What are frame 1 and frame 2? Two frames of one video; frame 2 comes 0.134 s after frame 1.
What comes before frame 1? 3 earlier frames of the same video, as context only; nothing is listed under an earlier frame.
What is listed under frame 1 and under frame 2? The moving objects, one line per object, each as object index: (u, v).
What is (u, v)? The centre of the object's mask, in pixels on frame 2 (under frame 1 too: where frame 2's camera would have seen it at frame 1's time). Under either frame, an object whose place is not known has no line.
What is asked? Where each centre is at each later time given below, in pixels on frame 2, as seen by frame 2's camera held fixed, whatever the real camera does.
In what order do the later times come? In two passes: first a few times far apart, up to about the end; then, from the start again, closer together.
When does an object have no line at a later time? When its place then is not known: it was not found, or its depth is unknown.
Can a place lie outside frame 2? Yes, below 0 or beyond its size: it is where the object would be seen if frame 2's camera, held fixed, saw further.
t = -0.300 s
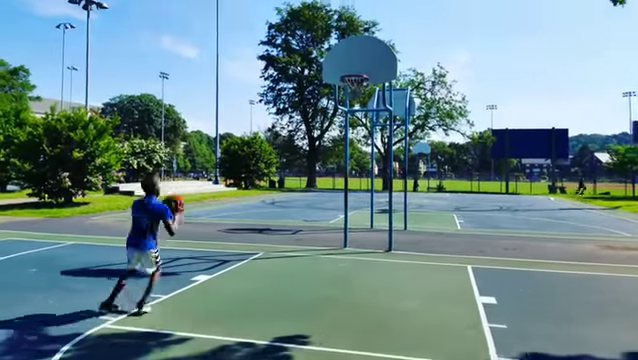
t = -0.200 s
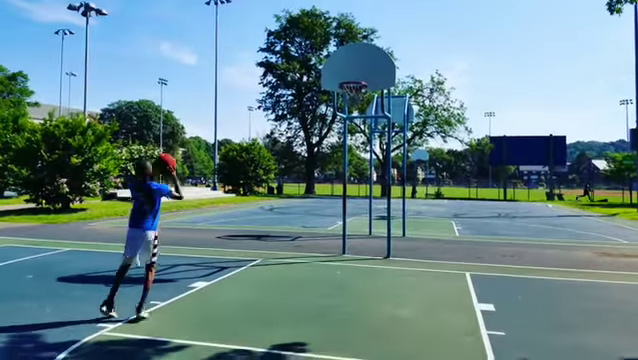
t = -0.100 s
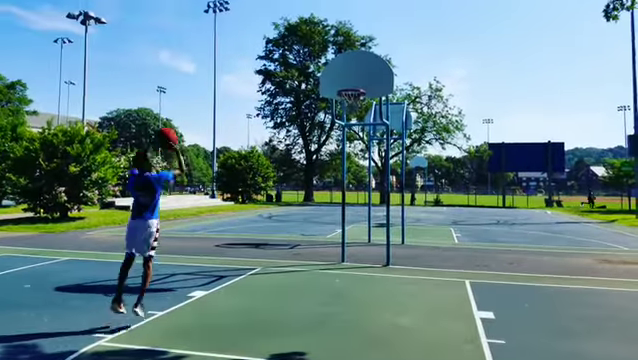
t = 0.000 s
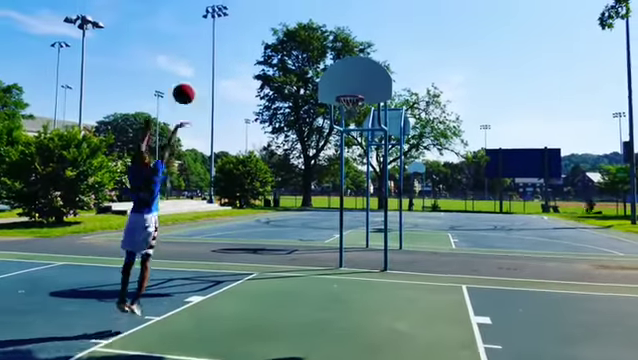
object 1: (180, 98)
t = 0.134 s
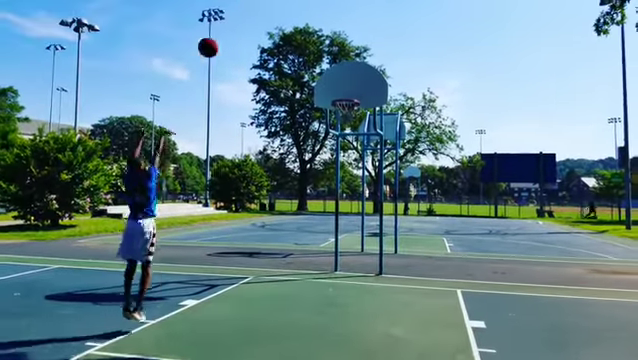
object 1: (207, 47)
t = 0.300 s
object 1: (238, 9)
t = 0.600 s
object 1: (283, -7)
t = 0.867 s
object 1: (318, 31)
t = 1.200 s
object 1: (347, 119)
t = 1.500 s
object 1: (339, 128)
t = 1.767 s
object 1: (336, 178)
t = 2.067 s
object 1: (324, 274)
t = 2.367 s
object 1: (313, 194)
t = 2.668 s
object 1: (294, 161)
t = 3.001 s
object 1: (268, 193)
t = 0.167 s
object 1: (214, 37)
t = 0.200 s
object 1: (221, 29)
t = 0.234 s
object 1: (227, 21)
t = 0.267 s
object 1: (233, 14)
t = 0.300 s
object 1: (238, 9)
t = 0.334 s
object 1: (244, 4)
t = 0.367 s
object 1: (249, -1)
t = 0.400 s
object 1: (254, -3)
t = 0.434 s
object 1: (259, -5)
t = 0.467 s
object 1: (264, -7)
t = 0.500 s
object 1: (269, -7)
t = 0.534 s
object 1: (274, -8)
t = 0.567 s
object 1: (279, -8)
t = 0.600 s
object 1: (283, -7)
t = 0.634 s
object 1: (288, -5)
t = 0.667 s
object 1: (292, -3)
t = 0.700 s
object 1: (296, 3)
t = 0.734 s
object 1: (301, 8)
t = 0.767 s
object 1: (305, 12)
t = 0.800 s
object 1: (309, 18)
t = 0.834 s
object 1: (312, 24)
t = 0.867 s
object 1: (318, 31)
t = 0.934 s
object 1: (325, 46)
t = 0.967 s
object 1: (327, 54)
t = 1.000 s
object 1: (331, 63)
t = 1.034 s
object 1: (334, 72)
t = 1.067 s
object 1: (338, 82)
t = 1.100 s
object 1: (341, 92)
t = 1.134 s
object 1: (341, 104)
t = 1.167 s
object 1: (346, 117)
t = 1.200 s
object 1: (347, 119)
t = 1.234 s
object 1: (346, 119)
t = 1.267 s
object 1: (346, 120)
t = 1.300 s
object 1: (345, 120)
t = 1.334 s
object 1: (345, 119)
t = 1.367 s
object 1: (344, 120)
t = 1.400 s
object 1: (343, 121)
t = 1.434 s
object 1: (342, 122)
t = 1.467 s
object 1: (341, 124)
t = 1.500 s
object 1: (339, 128)
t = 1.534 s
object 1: (338, 134)
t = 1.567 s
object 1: (337, 139)
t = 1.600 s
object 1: (336, 144)
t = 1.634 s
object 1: (335, 149)
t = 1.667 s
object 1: (335, 157)
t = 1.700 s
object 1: (336, 163)
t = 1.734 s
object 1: (335, 171)
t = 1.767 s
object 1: (336, 178)
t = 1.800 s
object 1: (334, 188)
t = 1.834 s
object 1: (331, 200)
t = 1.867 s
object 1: (330, 210)
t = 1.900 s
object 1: (328, 221)
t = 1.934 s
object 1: (327, 234)
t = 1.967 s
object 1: (327, 246)
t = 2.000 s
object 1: (326, 259)
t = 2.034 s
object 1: (324, 274)
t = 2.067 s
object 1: (324, 274)
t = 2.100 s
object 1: (323, 263)
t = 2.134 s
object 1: (321, 253)
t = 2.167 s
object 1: (321, 244)
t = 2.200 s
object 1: (319, 234)
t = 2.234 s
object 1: (318, 225)
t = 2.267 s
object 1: (316, 217)
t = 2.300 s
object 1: (315, 208)
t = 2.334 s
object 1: (314, 201)
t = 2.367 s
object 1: (313, 194)
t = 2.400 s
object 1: (313, 188)
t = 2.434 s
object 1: (310, 182)
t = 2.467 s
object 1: (309, 178)
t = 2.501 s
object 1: (307, 173)
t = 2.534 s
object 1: (303, 169)
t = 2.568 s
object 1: (302, 166)
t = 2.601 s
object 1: (298, 166)
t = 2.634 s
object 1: (295, 163)
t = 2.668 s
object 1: (294, 161)
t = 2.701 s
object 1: (292, 161)
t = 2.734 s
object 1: (290, 162)
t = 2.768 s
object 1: (286, 162)
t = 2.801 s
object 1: (284, 162)
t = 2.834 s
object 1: (284, 167)
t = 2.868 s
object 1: (277, 171)
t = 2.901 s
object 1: (275, 174)
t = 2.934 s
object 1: (273, 179)
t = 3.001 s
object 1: (268, 193)
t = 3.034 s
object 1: (265, 201)
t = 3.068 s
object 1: (262, 209)
